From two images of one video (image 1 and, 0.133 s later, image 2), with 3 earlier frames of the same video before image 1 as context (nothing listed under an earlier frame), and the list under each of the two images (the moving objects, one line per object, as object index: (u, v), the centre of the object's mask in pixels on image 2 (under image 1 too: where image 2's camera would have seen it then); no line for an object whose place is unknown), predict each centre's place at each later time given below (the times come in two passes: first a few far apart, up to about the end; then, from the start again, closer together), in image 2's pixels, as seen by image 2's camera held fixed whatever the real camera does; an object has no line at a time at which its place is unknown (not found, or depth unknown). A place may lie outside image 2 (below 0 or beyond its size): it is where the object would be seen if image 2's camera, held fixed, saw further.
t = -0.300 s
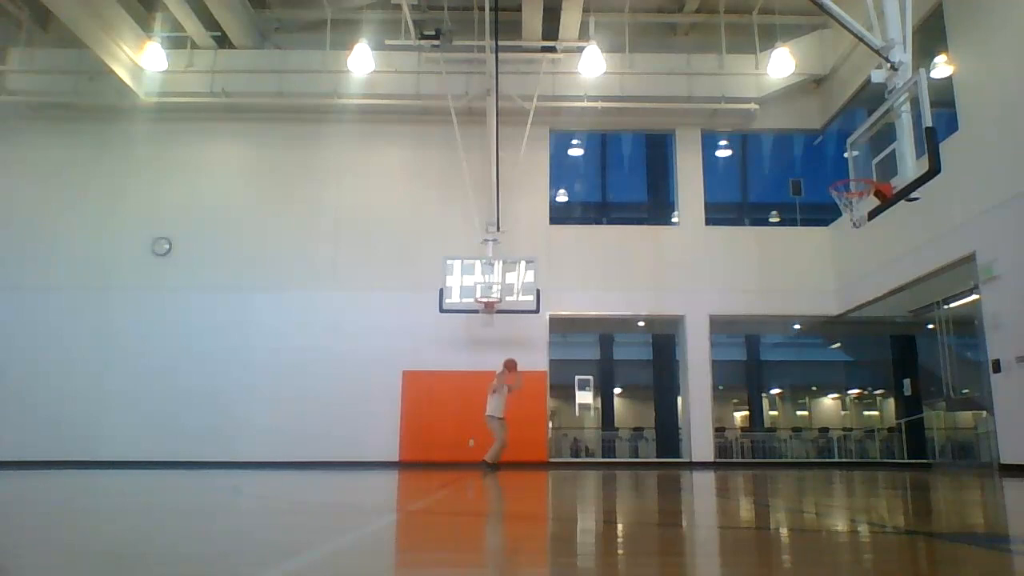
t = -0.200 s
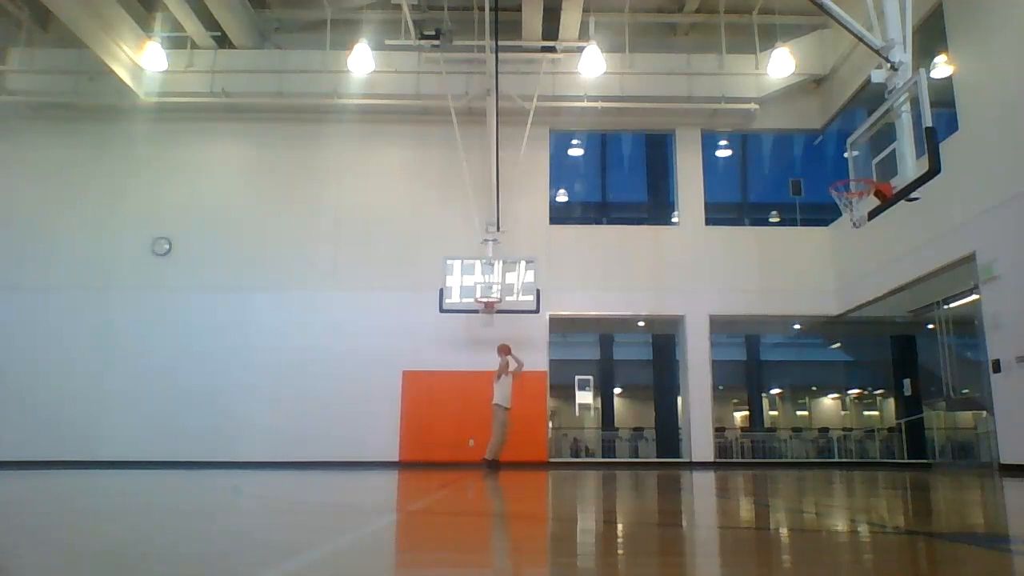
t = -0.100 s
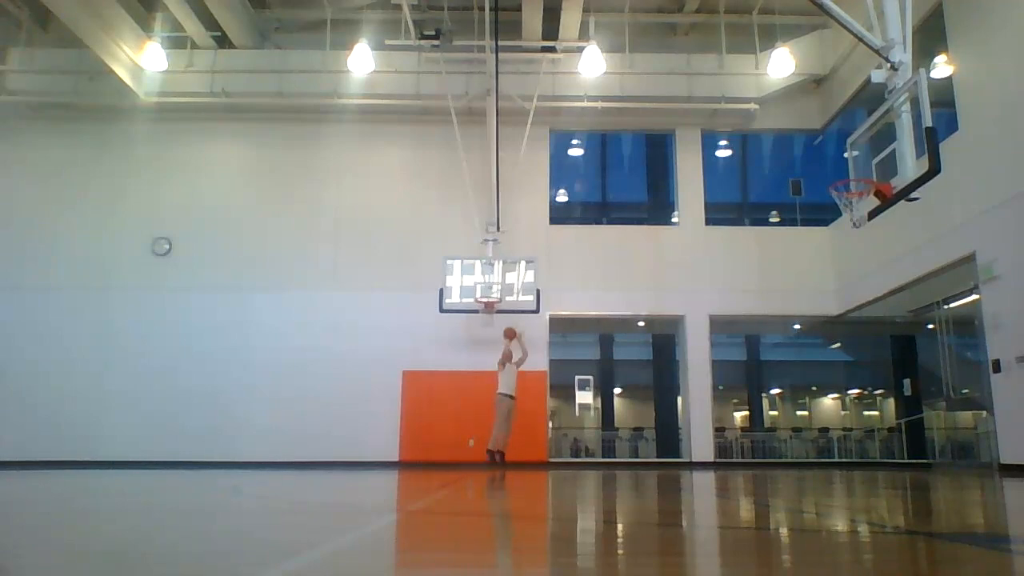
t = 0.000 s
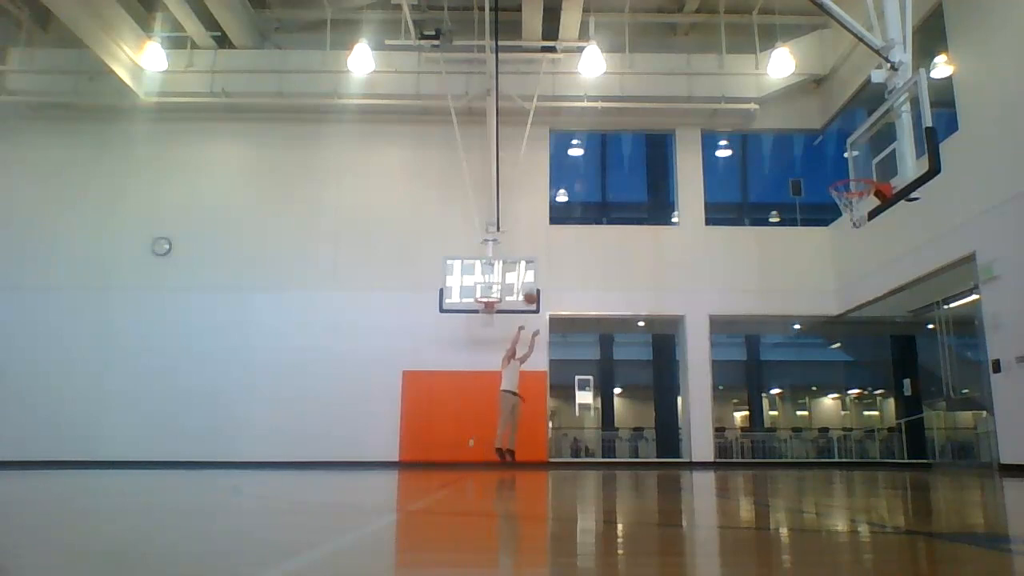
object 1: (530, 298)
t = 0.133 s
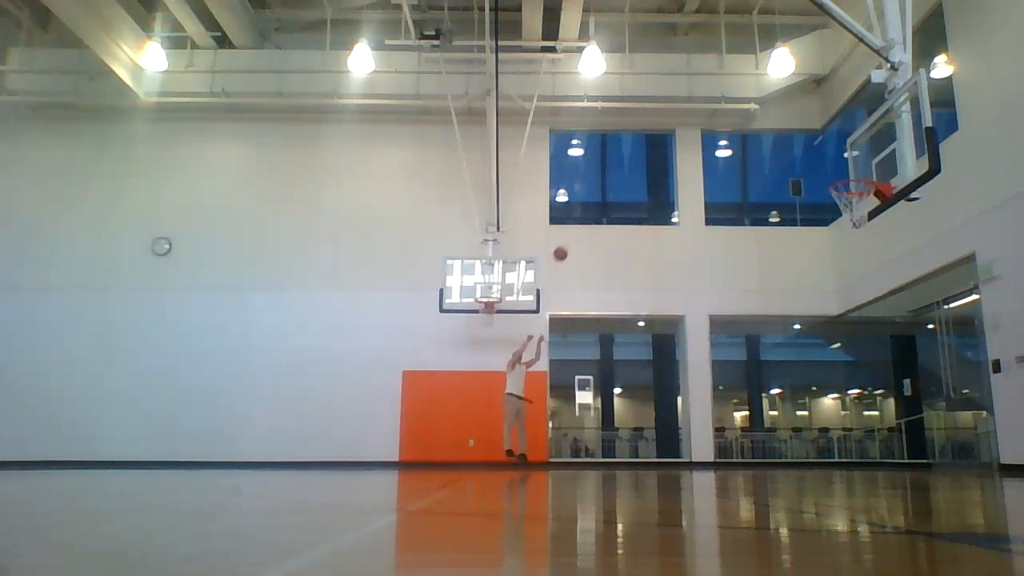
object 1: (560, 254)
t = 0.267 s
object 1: (593, 216)
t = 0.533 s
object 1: (667, 167)
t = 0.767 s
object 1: (748, 155)
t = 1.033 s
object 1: (854, 173)
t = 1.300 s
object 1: (866, 127)
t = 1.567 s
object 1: (851, 142)
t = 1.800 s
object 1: (842, 214)
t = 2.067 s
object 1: (836, 383)
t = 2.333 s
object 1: (834, 366)
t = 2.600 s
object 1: (840, 264)
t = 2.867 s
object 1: (854, 239)
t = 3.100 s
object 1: (874, 290)
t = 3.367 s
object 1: (909, 458)
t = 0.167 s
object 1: (568, 244)
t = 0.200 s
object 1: (576, 235)
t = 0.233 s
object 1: (584, 225)
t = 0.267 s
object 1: (593, 216)
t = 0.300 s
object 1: (601, 209)
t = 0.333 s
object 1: (610, 201)
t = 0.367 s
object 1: (619, 194)
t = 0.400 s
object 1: (628, 188)
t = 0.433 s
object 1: (637, 181)
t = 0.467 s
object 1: (648, 176)
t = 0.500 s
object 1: (657, 171)
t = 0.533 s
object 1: (667, 167)
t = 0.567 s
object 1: (678, 163)
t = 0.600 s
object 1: (689, 160)
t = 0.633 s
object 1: (700, 158)
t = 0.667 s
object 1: (710, 156)
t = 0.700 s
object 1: (723, 155)
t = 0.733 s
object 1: (736, 155)
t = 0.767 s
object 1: (748, 155)
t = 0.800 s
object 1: (760, 156)
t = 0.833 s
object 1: (775, 159)
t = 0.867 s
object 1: (788, 162)
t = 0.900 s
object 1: (803, 166)
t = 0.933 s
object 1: (819, 172)
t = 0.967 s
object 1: (833, 177)
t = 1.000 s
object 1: (849, 183)
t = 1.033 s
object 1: (854, 173)
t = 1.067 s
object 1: (861, 164)
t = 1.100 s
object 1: (869, 156)
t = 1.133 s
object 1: (876, 148)
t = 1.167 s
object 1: (875, 142)
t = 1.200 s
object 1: (873, 138)
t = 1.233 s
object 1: (871, 133)
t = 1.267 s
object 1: (868, 130)
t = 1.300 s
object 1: (866, 127)
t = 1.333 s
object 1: (864, 125)
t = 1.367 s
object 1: (862, 125)
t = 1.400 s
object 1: (860, 125)
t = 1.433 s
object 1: (859, 126)
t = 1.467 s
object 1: (857, 128)
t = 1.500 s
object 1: (855, 132)
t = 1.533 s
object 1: (853, 136)
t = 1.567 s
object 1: (851, 142)
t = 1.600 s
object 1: (850, 148)
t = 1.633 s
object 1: (848, 156)
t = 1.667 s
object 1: (847, 164)
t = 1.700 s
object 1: (845, 175)
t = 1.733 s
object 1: (844, 186)
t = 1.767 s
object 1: (843, 200)
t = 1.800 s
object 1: (842, 214)
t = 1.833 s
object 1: (842, 229)
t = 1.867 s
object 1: (840, 246)
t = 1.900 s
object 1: (839, 265)
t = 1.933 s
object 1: (839, 285)
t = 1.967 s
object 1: (838, 308)
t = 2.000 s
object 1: (837, 332)
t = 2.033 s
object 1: (837, 357)
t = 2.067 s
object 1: (836, 383)
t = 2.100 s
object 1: (835, 416)
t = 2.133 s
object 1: (833, 448)
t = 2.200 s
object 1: (833, 446)
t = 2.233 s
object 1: (832, 425)
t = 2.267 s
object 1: (833, 402)
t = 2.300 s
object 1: (834, 383)
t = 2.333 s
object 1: (834, 366)
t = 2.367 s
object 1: (835, 350)
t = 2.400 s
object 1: (835, 333)
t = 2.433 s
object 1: (836, 320)
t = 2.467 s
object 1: (836, 306)
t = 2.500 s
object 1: (837, 293)
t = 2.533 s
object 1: (838, 282)
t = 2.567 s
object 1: (839, 272)
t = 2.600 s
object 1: (840, 264)
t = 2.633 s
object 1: (842, 256)
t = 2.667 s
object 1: (843, 250)
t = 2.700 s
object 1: (845, 245)
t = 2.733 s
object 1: (846, 241)
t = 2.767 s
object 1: (848, 239)
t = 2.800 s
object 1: (850, 237)
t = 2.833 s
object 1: (852, 238)
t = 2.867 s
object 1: (854, 239)
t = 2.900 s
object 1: (856, 242)
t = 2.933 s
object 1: (859, 246)
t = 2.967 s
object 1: (862, 252)
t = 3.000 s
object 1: (864, 259)
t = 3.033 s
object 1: (867, 268)
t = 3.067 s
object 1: (871, 278)
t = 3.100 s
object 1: (874, 290)
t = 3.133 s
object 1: (878, 304)
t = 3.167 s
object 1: (882, 320)
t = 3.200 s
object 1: (886, 337)
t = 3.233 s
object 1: (890, 358)
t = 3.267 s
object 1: (895, 378)
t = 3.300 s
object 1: (900, 402)
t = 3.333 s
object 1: (904, 429)
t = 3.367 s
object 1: (909, 458)
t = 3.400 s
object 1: (912, 469)
